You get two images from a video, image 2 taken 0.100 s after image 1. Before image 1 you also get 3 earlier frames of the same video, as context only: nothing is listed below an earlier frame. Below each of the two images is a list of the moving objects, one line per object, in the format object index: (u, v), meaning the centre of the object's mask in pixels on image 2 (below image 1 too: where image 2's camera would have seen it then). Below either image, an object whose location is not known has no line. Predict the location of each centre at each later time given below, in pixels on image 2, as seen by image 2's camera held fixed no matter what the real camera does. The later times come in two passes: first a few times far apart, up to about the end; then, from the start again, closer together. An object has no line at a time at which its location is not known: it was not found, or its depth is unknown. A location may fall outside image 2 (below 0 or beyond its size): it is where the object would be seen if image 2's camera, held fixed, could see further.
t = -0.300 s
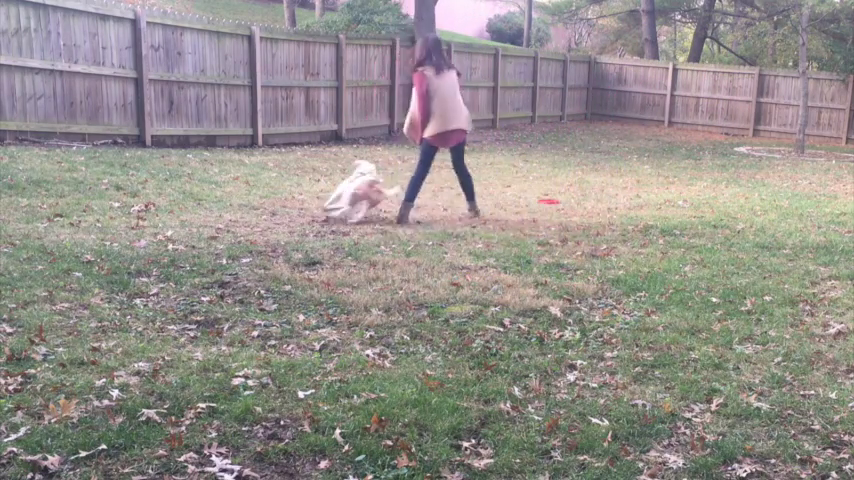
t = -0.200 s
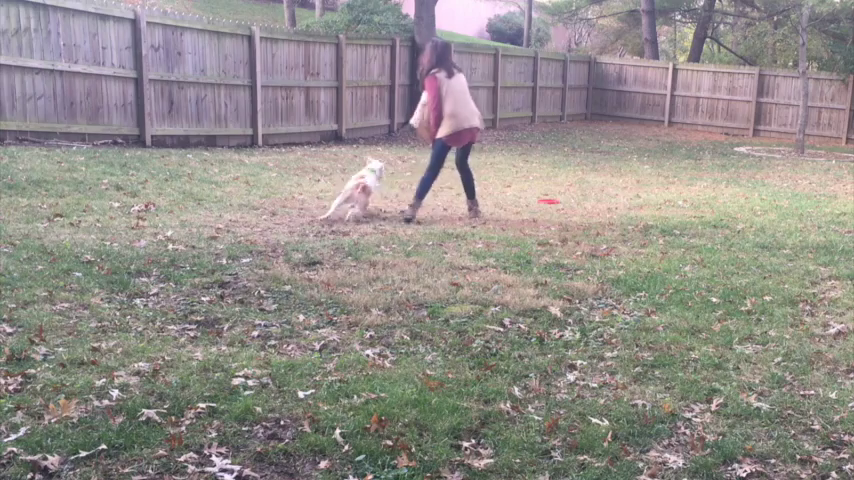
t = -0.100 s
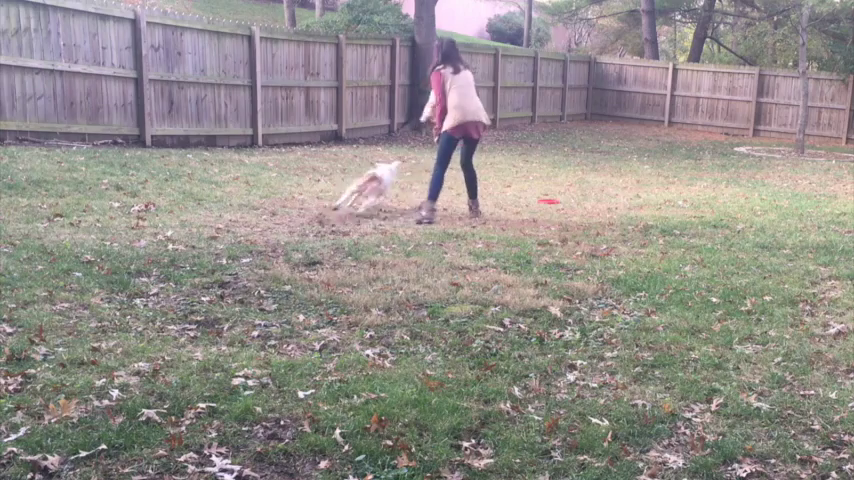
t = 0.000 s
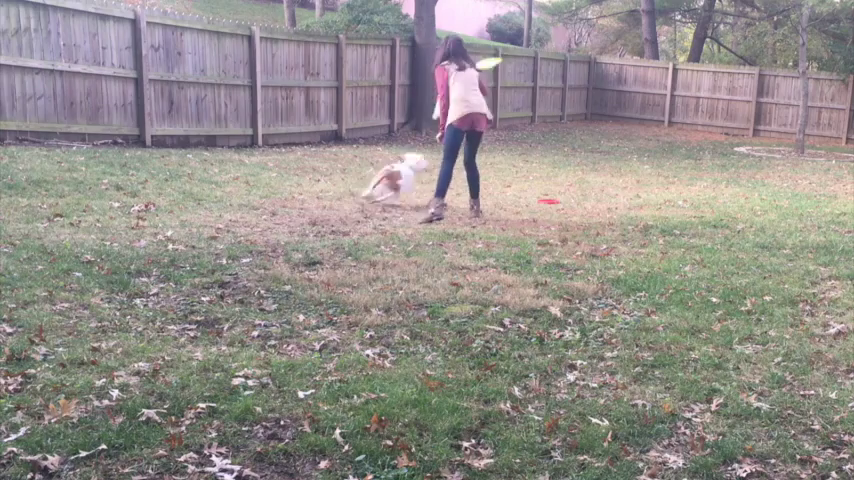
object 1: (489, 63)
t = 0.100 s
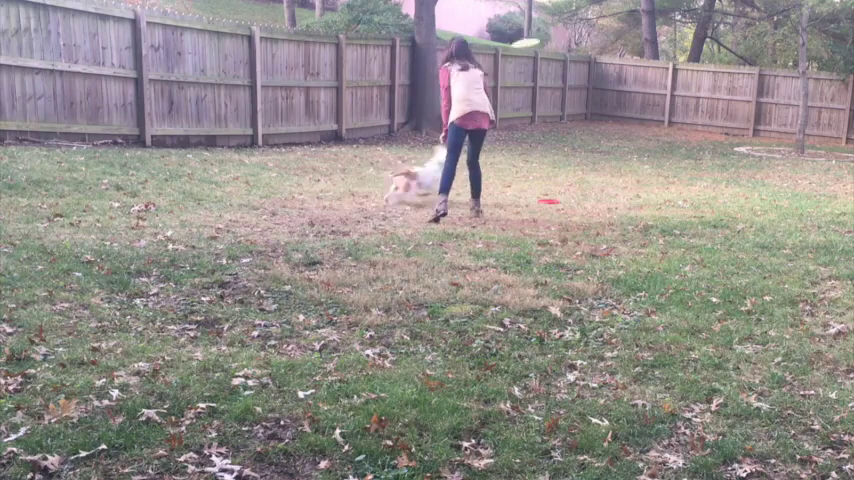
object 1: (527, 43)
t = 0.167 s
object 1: (550, 36)
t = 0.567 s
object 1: (656, 40)
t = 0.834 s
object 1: (700, 61)
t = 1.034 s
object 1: (722, 79)
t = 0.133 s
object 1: (538, 39)
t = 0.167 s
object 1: (550, 36)
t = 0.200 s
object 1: (562, 33)
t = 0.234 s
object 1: (571, 32)
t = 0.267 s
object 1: (581, 30)
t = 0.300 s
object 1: (592, 30)
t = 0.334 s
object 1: (601, 30)
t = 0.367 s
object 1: (610, 31)
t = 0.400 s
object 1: (618, 32)
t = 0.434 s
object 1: (626, 33)
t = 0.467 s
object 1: (634, 35)
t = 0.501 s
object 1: (644, 36)
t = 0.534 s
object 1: (649, 38)
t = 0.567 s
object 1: (656, 40)
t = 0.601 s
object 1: (663, 42)
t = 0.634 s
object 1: (668, 45)
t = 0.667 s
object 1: (674, 47)
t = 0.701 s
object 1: (679, 50)
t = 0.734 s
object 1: (685, 52)
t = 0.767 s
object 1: (689, 56)
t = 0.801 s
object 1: (695, 58)
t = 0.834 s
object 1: (700, 61)
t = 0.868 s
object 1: (704, 63)
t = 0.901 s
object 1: (708, 66)
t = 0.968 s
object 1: (716, 72)
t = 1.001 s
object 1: (719, 76)
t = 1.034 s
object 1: (722, 79)
